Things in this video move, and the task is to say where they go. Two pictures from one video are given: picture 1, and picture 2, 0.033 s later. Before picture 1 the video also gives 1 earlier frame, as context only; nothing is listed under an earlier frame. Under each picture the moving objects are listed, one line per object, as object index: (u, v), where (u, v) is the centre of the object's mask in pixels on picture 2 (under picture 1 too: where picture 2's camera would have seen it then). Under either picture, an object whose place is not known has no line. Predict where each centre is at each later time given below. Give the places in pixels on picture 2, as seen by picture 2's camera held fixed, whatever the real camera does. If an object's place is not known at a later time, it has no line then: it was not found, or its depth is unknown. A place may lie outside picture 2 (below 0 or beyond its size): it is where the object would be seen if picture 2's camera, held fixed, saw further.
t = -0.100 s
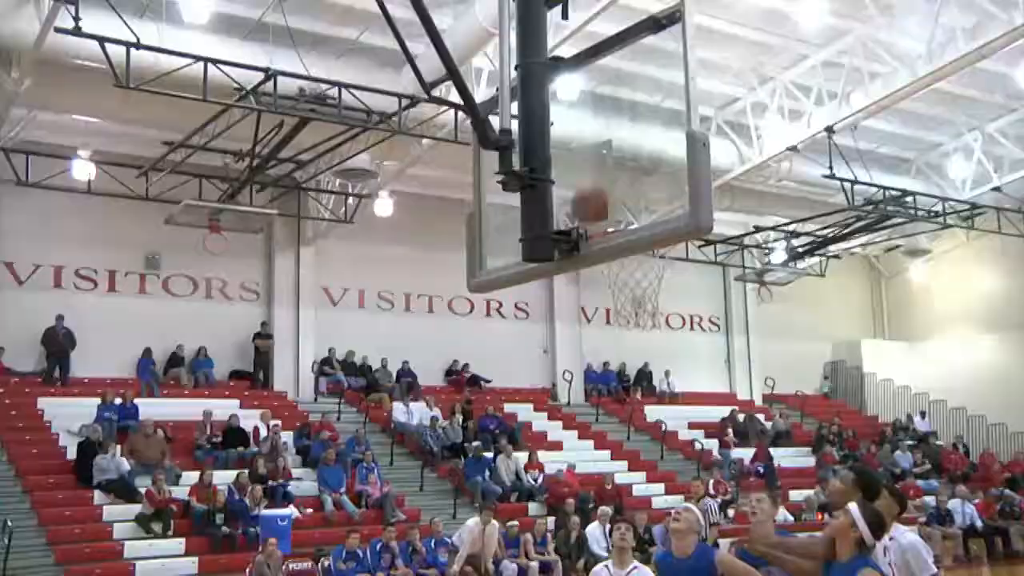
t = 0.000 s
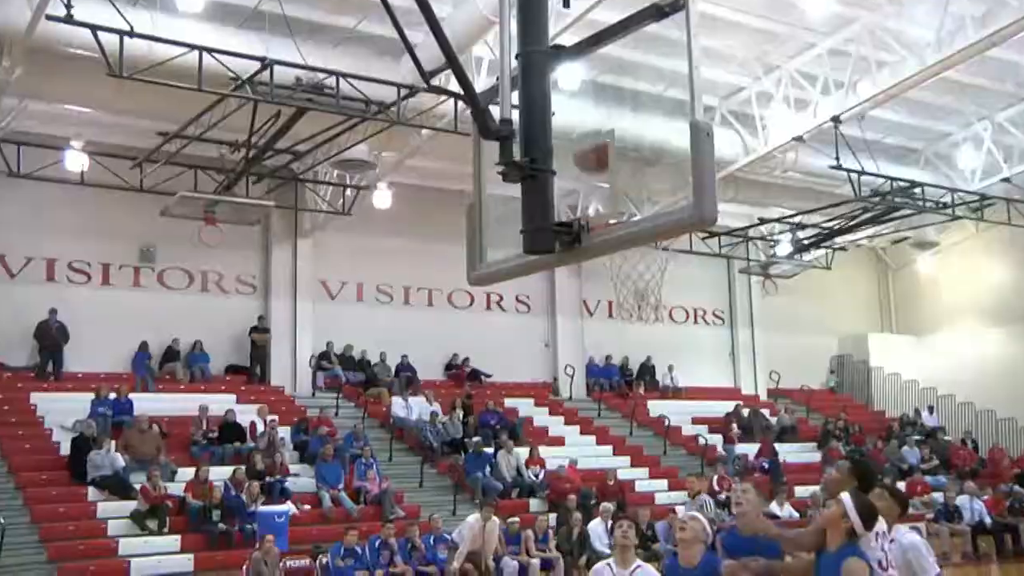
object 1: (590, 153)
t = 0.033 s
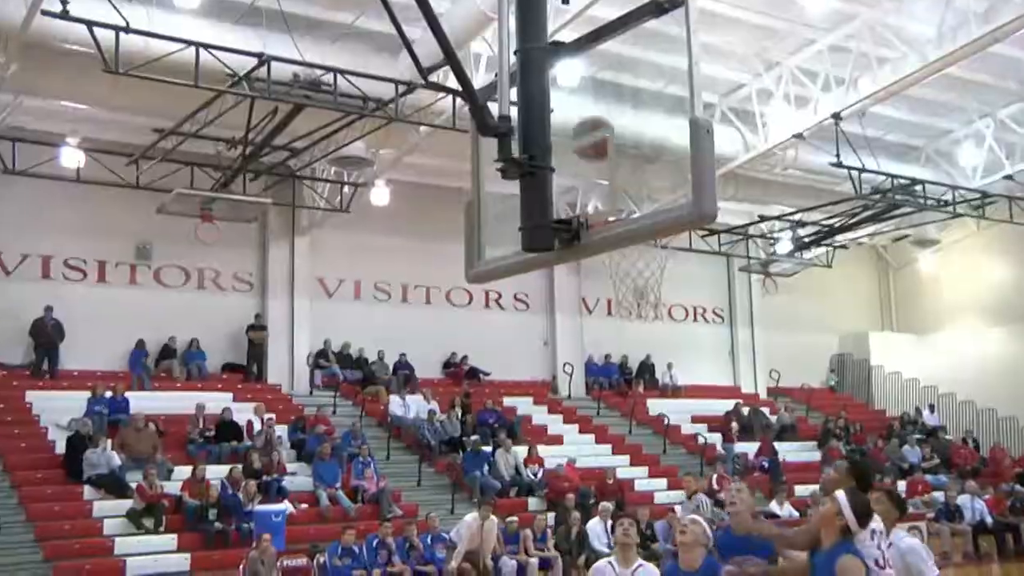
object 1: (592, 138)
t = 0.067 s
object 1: (591, 128)
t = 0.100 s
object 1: (590, 123)
